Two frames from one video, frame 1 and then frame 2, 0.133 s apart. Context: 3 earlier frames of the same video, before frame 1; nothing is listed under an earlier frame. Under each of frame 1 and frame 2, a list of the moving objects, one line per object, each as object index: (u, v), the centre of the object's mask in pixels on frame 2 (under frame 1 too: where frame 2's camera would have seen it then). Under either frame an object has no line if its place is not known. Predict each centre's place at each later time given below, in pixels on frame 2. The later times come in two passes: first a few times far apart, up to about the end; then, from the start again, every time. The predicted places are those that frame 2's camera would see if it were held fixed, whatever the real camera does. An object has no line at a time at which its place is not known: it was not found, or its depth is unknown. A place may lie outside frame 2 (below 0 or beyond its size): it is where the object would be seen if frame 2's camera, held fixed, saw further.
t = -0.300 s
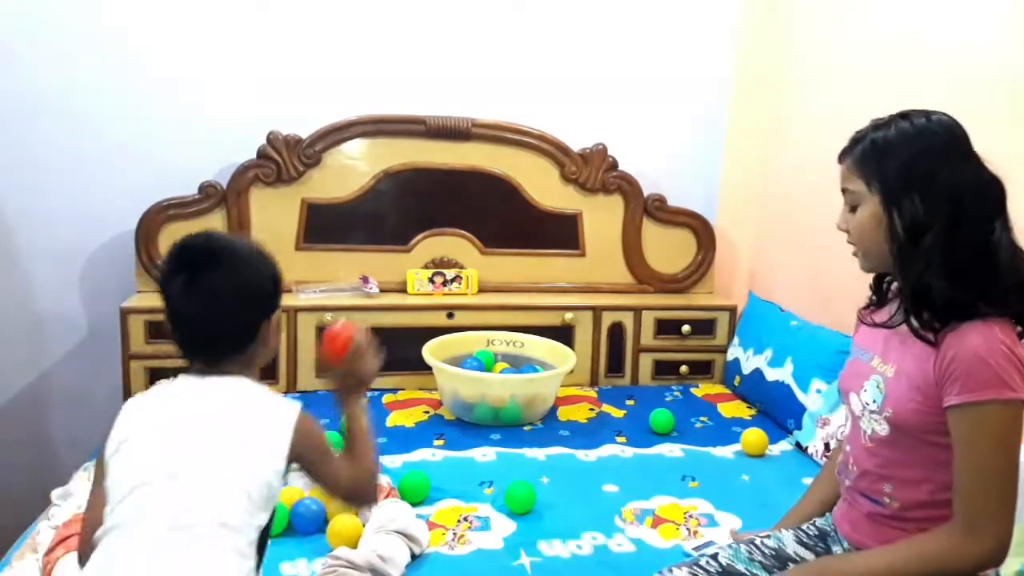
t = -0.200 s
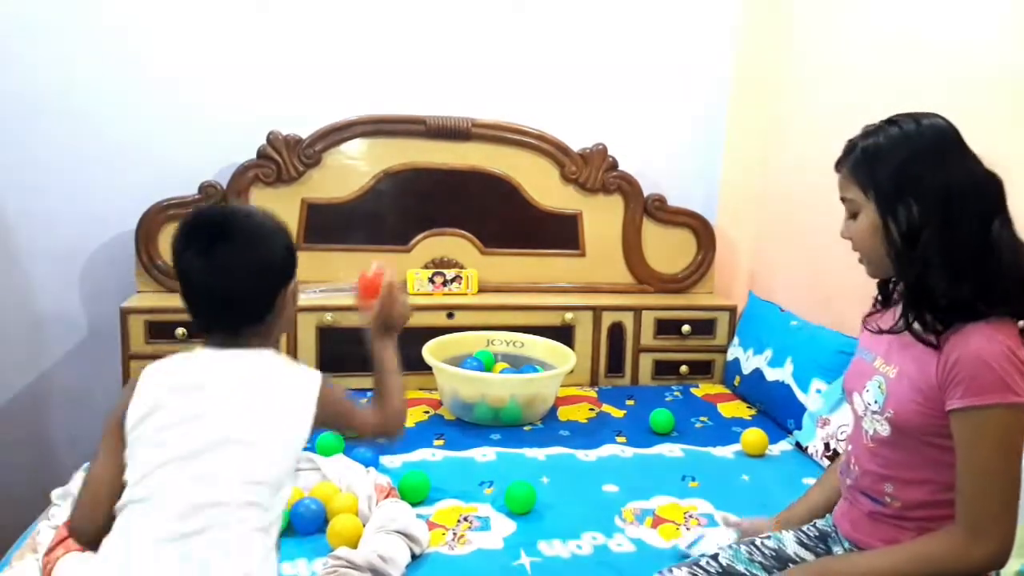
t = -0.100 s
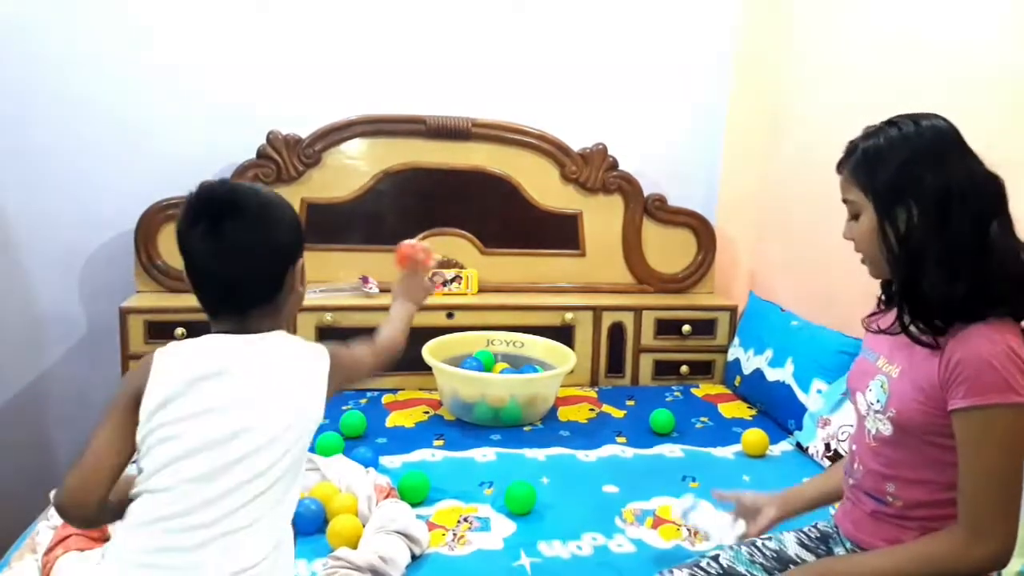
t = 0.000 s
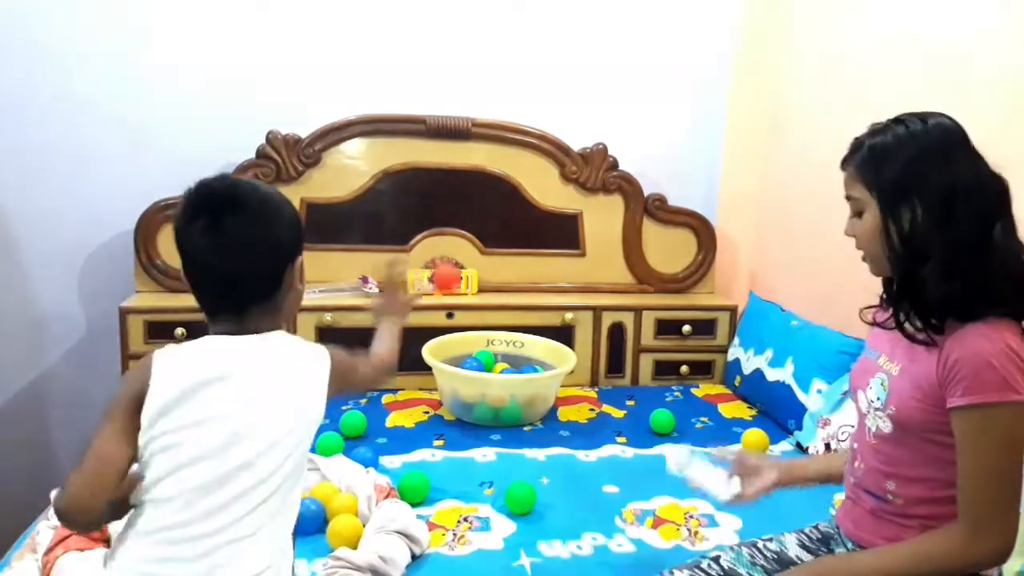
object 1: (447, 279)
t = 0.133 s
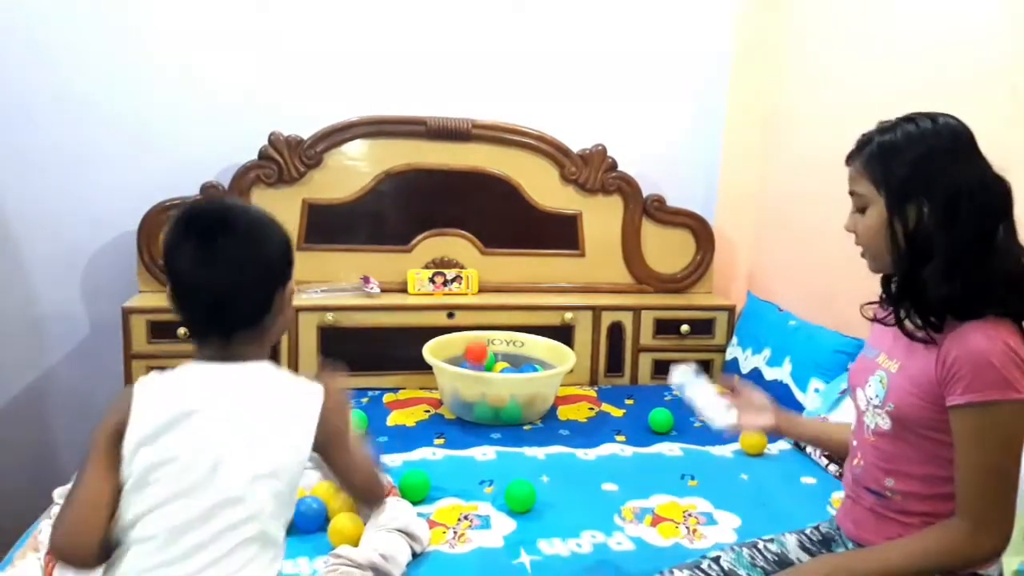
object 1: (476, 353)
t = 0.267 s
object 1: (498, 294)
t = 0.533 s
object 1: (534, 315)
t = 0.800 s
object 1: (565, 330)
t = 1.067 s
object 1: (579, 353)
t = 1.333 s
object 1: (612, 414)
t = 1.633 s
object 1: (658, 451)
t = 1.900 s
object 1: (706, 473)
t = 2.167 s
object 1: (754, 492)
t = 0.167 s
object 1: (483, 336)
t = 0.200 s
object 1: (489, 317)
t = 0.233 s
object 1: (493, 304)
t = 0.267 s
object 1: (498, 294)
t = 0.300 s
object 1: (503, 287)
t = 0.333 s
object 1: (508, 284)
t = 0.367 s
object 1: (512, 286)
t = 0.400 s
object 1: (516, 292)
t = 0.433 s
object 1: (520, 299)
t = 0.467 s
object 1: (523, 311)
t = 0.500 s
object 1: (529, 323)
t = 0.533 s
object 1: (534, 315)
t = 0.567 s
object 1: (539, 311)
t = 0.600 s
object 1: (544, 310)
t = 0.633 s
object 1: (548, 313)
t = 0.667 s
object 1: (553, 319)
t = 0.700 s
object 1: (558, 329)
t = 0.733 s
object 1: (561, 332)
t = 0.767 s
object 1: (563, 330)
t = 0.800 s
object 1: (565, 330)
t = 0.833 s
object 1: (567, 333)
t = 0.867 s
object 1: (570, 339)
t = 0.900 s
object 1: (571, 339)
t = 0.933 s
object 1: (572, 340)
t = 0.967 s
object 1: (573, 345)
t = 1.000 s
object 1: (575, 346)
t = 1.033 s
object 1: (576, 349)
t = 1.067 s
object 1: (579, 353)
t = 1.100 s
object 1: (584, 358)
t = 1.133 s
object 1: (587, 366)
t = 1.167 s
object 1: (590, 377)
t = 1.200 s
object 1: (594, 392)
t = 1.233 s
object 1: (598, 416)
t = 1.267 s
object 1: (601, 423)
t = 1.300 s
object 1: (608, 416)
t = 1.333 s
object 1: (612, 414)
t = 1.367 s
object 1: (617, 416)
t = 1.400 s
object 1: (623, 422)
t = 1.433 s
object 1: (627, 432)
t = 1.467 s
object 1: (632, 440)
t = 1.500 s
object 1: (637, 438)
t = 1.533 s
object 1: (641, 438)
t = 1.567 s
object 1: (646, 445)
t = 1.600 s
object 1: (652, 450)
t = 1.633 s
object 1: (658, 451)
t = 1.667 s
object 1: (664, 455)
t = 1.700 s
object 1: (670, 458)
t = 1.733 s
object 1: (676, 461)
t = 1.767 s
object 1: (683, 464)
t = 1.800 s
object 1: (689, 466)
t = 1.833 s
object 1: (695, 469)
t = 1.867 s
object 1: (700, 471)
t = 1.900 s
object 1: (706, 473)
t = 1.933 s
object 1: (712, 475)
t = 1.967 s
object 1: (717, 478)
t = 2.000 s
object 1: (723, 480)
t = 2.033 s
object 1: (729, 483)
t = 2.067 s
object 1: (735, 485)
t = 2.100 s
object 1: (741, 488)
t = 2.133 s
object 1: (747, 490)
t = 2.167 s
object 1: (754, 492)
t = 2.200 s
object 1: (759, 494)
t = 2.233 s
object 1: (765, 497)
